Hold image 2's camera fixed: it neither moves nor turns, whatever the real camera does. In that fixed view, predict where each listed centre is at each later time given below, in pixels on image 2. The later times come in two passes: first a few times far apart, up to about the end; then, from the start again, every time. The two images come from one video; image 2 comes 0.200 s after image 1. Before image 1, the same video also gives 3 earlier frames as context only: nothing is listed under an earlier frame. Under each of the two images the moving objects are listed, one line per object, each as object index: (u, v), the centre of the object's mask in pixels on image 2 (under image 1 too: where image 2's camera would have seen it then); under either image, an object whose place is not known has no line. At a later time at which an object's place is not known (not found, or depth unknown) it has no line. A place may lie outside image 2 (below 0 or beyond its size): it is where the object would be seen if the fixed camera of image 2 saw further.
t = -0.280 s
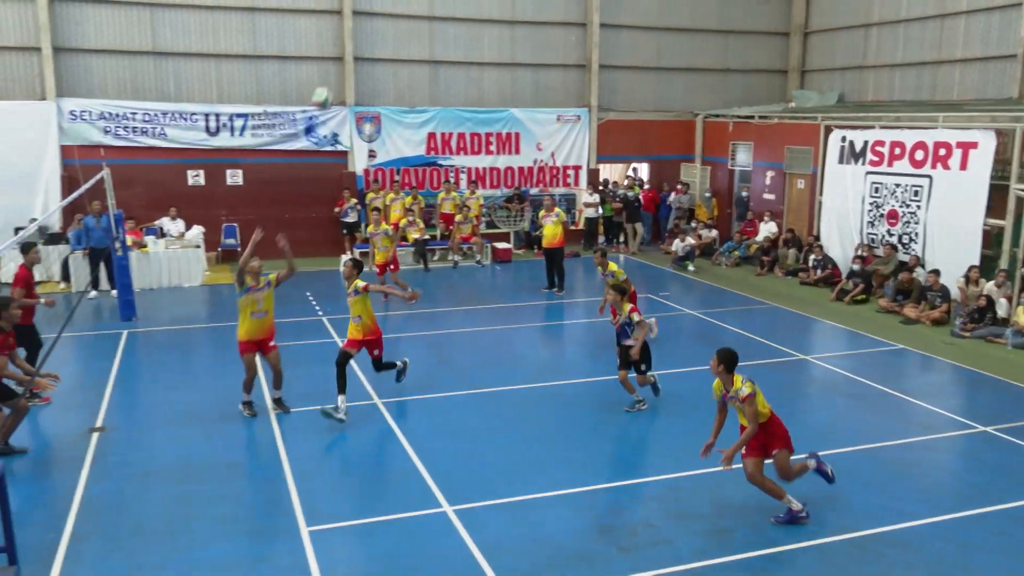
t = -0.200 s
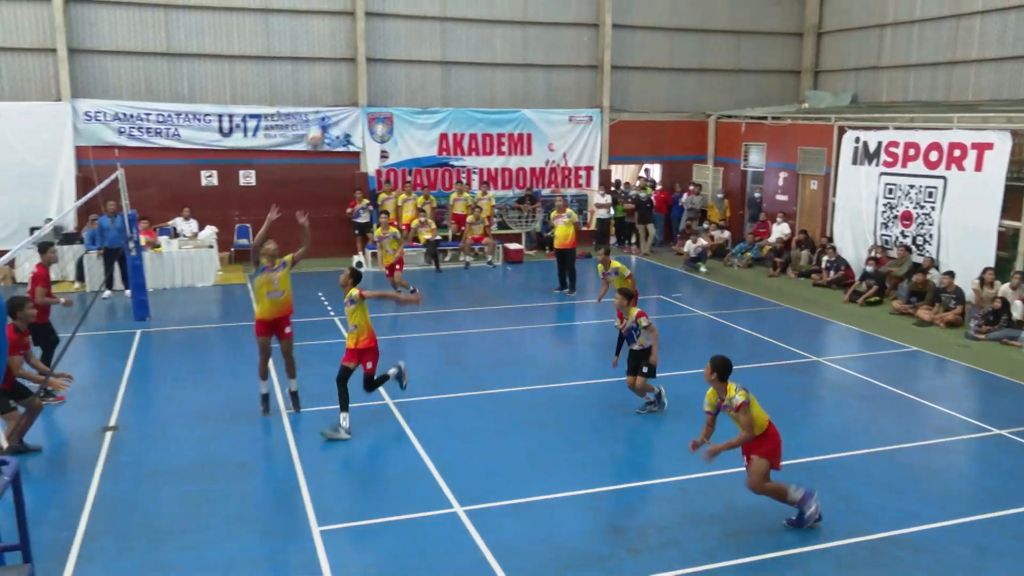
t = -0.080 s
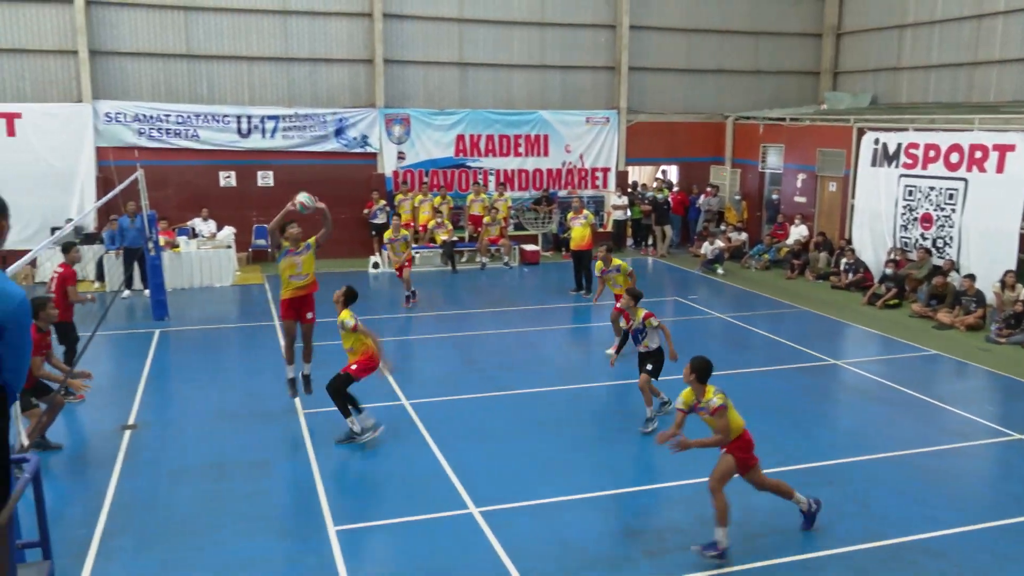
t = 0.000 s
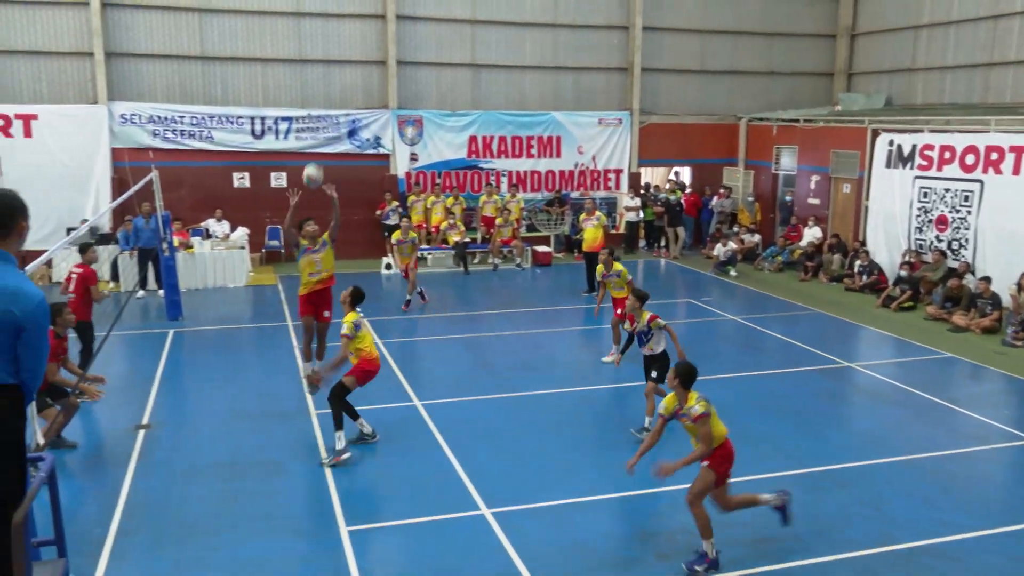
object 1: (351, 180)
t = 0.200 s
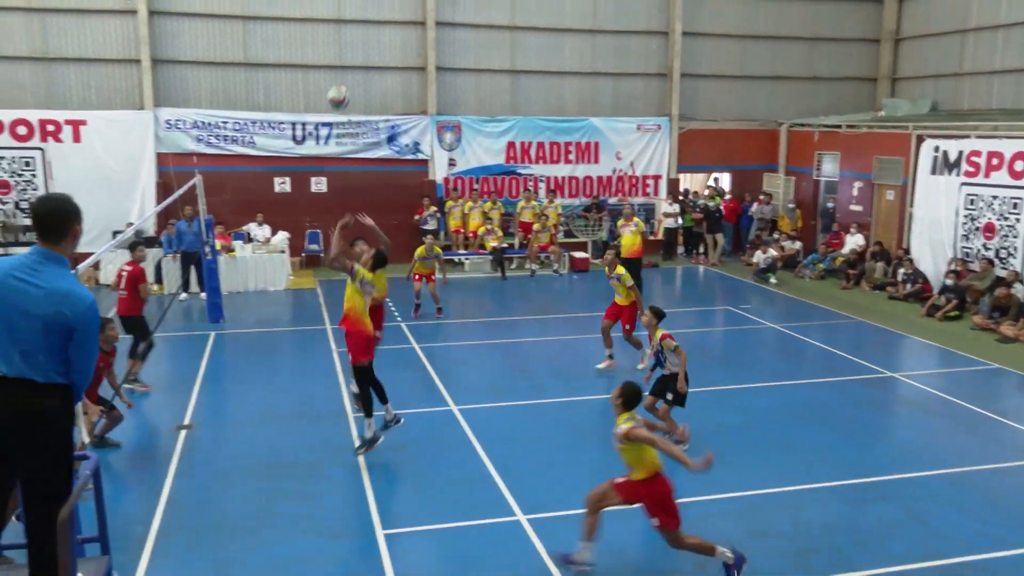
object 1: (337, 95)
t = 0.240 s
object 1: (335, 81)
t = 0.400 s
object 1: (324, 42)
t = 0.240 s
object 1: (335, 81)
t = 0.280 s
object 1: (332, 70)
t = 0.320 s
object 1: (330, 59)
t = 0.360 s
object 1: (327, 50)
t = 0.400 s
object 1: (324, 42)
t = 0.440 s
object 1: (321, 36)
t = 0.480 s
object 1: (318, 32)
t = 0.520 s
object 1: (314, 29)
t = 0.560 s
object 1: (311, 29)
